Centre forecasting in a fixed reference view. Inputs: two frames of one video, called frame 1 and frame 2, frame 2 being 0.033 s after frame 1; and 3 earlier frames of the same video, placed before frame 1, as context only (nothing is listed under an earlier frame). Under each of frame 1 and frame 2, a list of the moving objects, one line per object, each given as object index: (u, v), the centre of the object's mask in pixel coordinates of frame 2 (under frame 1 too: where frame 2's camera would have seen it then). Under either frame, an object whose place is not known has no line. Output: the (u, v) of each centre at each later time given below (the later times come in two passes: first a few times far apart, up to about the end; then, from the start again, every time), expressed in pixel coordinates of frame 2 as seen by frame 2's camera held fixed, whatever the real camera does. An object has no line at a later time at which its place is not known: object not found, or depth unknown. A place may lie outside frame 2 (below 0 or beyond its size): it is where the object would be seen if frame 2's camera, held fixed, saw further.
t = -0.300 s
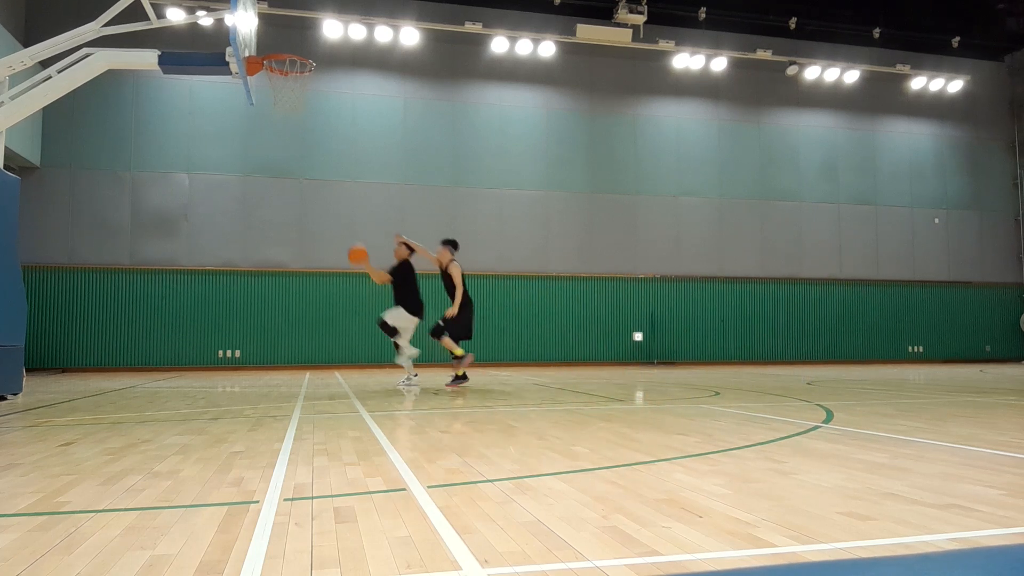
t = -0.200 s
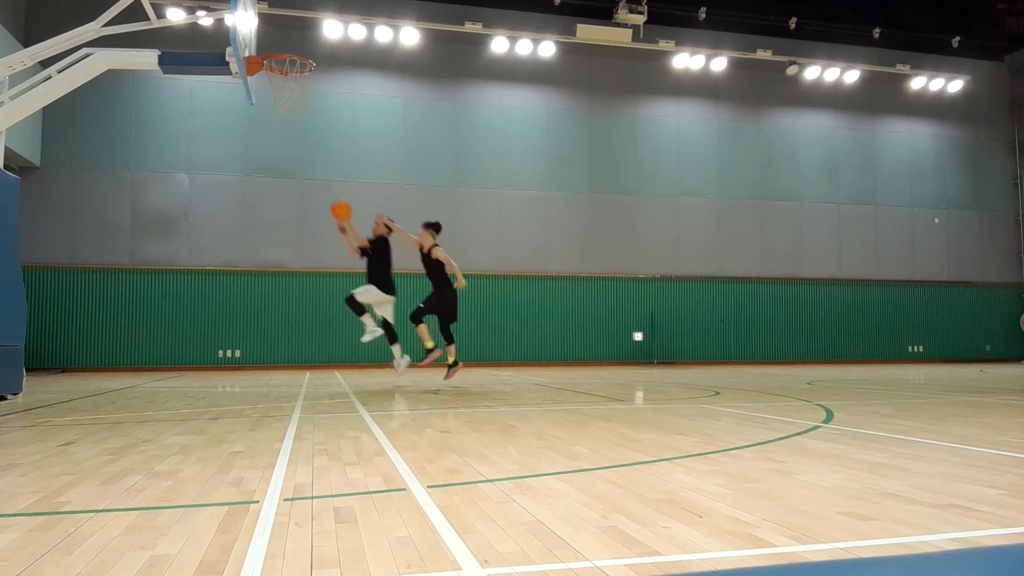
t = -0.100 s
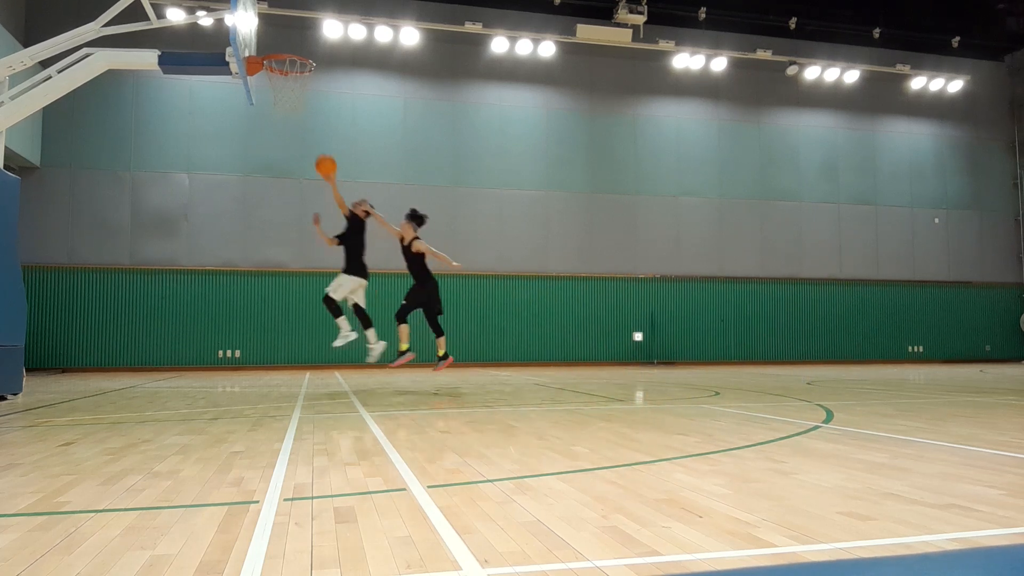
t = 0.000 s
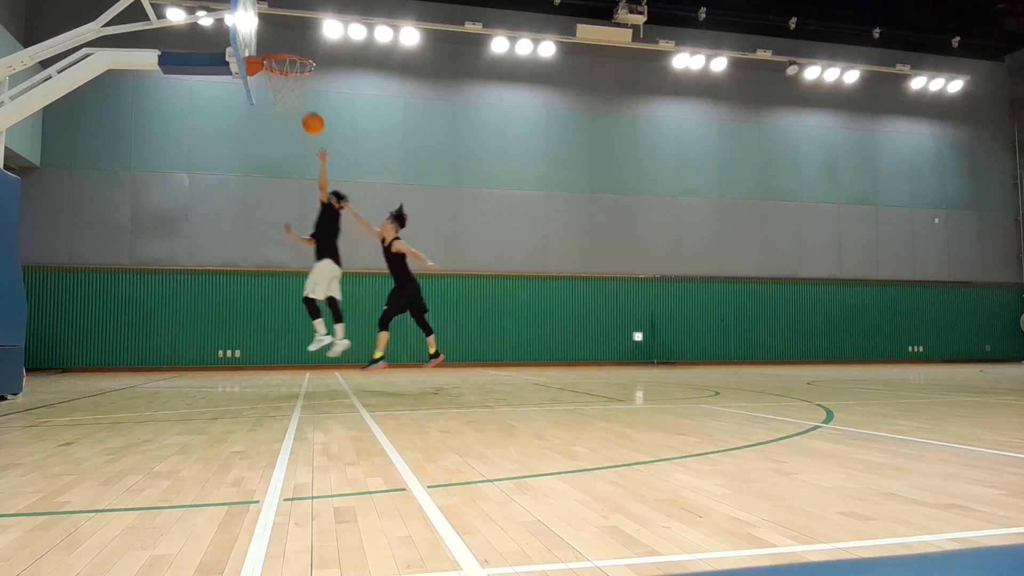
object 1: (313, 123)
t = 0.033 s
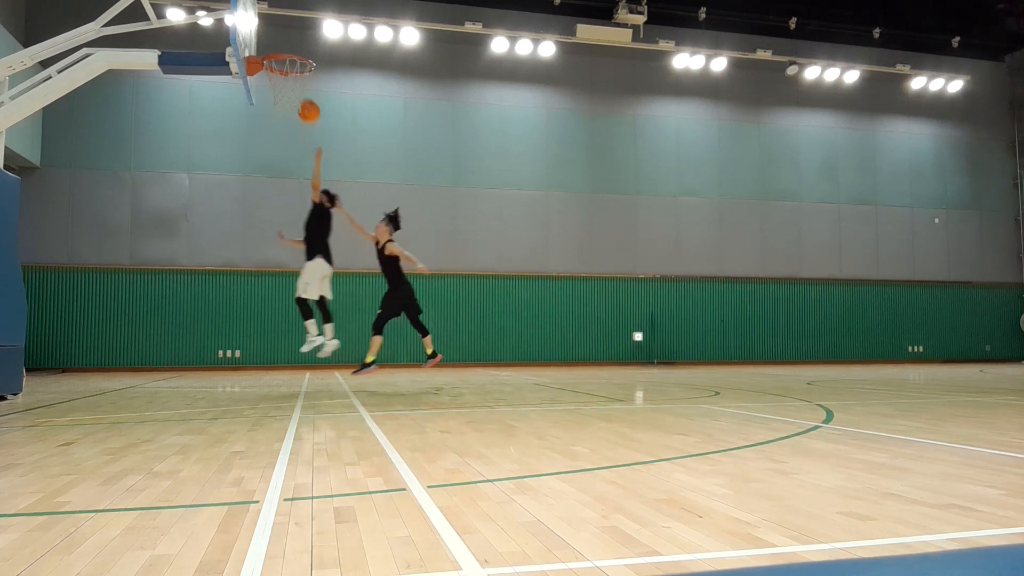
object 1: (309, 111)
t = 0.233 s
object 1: (281, 53)
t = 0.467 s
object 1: (272, 37)
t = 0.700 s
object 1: (296, 77)
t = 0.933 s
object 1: (310, 115)
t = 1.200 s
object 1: (325, 220)
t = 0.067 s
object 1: (304, 100)
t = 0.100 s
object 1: (300, 89)
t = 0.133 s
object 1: (295, 81)
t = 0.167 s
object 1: (291, 70)
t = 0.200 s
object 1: (285, 63)
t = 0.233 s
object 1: (281, 53)
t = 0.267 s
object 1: (277, 47)
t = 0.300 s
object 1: (272, 43)
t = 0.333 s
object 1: (267, 40)
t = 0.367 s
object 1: (263, 37)
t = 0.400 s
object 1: (266, 36)
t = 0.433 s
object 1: (269, 36)
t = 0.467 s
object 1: (272, 37)
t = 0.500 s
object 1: (276, 39)
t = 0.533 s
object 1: (279, 42)
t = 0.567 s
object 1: (283, 45)
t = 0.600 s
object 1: (286, 53)
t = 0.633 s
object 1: (289, 61)
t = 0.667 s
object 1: (293, 70)
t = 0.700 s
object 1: (296, 77)
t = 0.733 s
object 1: (299, 84)
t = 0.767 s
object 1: (301, 87)
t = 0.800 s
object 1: (303, 91)
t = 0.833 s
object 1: (305, 95)
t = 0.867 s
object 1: (307, 100)
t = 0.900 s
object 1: (308, 107)
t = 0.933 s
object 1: (310, 115)
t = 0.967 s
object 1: (312, 124)
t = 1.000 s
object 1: (314, 134)
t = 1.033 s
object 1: (316, 145)
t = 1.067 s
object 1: (318, 158)
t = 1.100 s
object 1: (319, 172)
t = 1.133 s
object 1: (321, 186)
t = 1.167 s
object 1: (323, 202)
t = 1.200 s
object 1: (325, 220)
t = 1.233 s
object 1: (326, 238)
